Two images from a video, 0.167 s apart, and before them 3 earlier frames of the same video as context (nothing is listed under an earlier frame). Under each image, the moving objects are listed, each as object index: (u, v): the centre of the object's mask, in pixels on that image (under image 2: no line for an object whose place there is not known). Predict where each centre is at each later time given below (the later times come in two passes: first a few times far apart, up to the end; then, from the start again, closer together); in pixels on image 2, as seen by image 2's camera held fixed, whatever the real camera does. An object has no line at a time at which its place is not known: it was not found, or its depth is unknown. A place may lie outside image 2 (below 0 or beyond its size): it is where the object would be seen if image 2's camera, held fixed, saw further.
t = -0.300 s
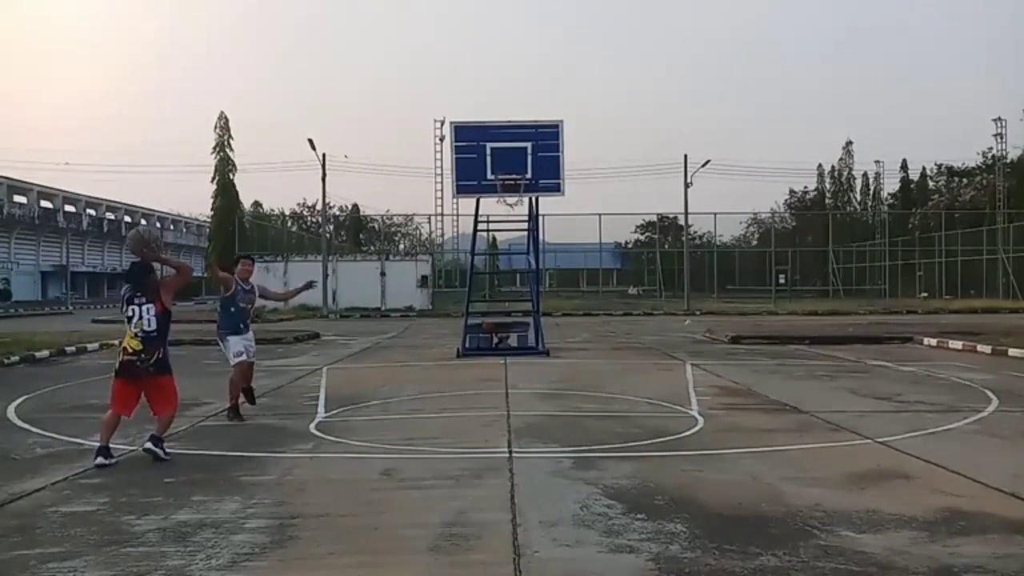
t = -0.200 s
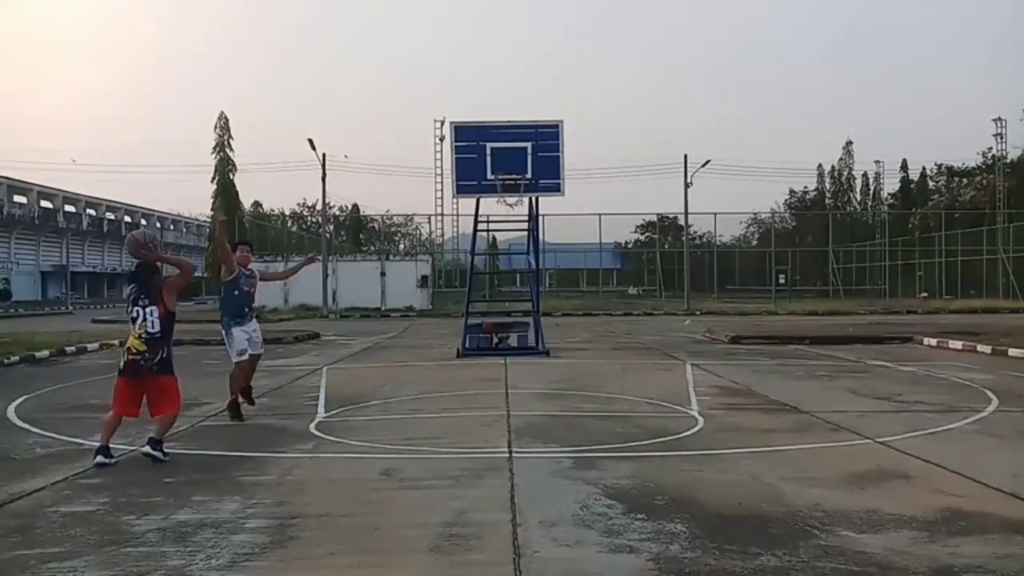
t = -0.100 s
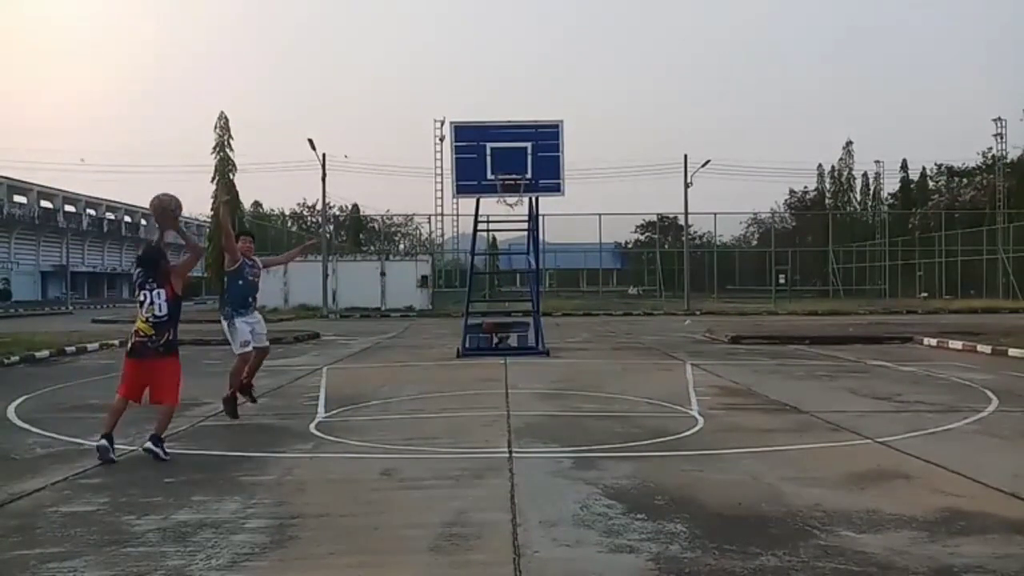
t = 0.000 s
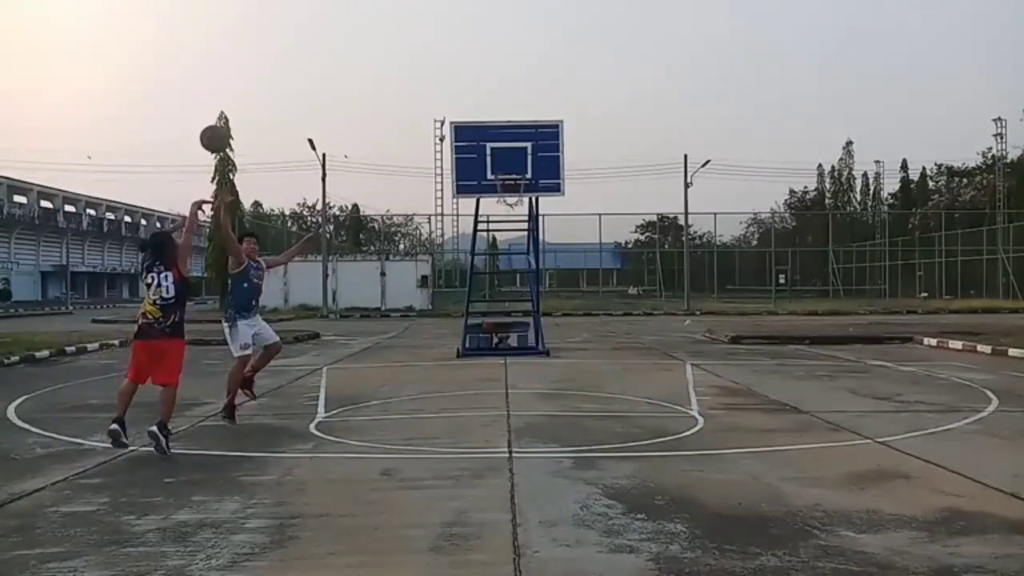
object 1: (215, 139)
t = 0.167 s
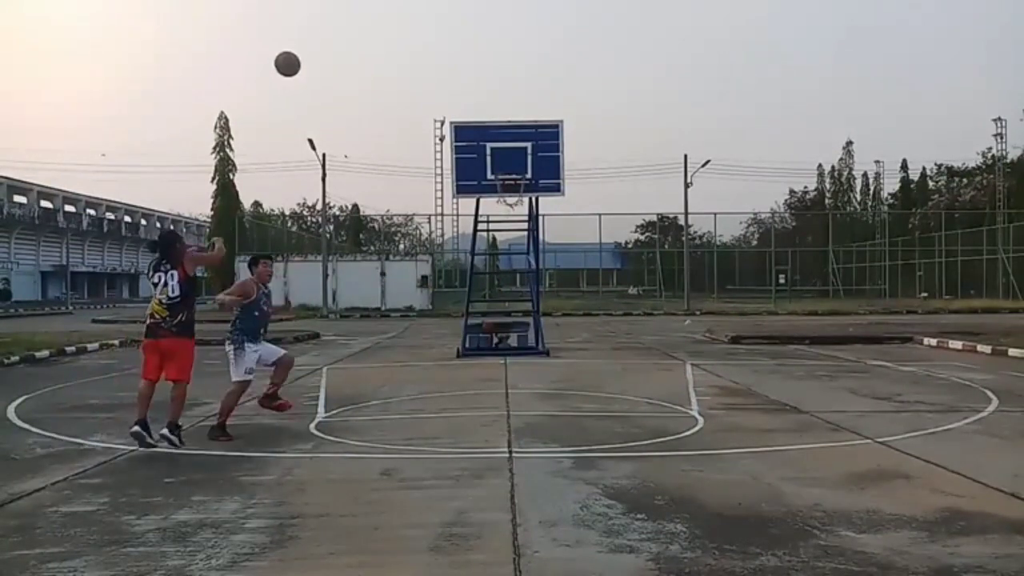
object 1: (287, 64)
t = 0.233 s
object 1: (312, 46)
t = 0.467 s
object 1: (386, 22)
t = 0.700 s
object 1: (443, 47)
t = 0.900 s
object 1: (483, 95)
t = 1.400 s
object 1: (478, 161)
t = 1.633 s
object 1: (445, 180)
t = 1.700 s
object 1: (435, 193)
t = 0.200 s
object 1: (300, 54)
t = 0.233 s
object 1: (312, 46)
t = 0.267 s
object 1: (324, 39)
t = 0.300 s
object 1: (335, 33)
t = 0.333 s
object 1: (346, 29)
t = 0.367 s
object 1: (357, 25)
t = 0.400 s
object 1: (366, 23)
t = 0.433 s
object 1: (376, 22)
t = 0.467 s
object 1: (386, 22)
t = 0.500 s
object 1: (395, 24)
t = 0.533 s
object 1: (403, 25)
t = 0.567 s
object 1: (412, 28)
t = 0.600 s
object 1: (420, 32)
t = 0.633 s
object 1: (428, 36)
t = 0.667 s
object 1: (436, 41)
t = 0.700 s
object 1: (443, 47)
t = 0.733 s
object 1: (450, 53)
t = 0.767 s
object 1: (457, 60)
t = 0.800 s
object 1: (464, 68)
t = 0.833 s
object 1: (470, 76)
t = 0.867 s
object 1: (477, 85)
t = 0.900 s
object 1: (483, 95)
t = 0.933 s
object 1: (489, 105)
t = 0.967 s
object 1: (495, 115)
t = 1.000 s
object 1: (501, 123)
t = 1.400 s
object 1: (478, 161)
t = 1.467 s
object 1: (471, 161)
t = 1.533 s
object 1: (458, 166)
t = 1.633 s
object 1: (445, 180)
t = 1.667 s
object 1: (440, 186)
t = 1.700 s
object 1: (435, 193)
